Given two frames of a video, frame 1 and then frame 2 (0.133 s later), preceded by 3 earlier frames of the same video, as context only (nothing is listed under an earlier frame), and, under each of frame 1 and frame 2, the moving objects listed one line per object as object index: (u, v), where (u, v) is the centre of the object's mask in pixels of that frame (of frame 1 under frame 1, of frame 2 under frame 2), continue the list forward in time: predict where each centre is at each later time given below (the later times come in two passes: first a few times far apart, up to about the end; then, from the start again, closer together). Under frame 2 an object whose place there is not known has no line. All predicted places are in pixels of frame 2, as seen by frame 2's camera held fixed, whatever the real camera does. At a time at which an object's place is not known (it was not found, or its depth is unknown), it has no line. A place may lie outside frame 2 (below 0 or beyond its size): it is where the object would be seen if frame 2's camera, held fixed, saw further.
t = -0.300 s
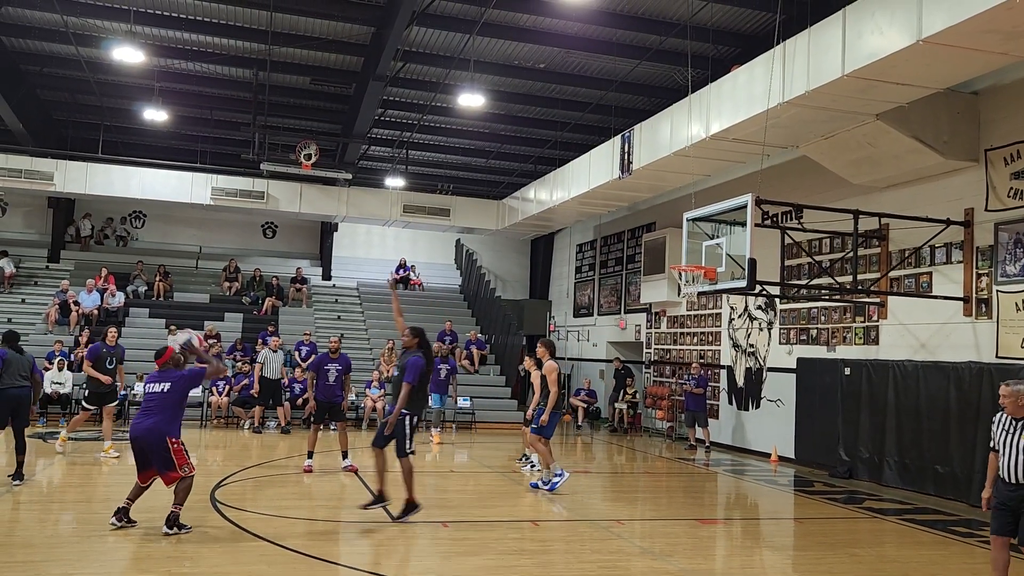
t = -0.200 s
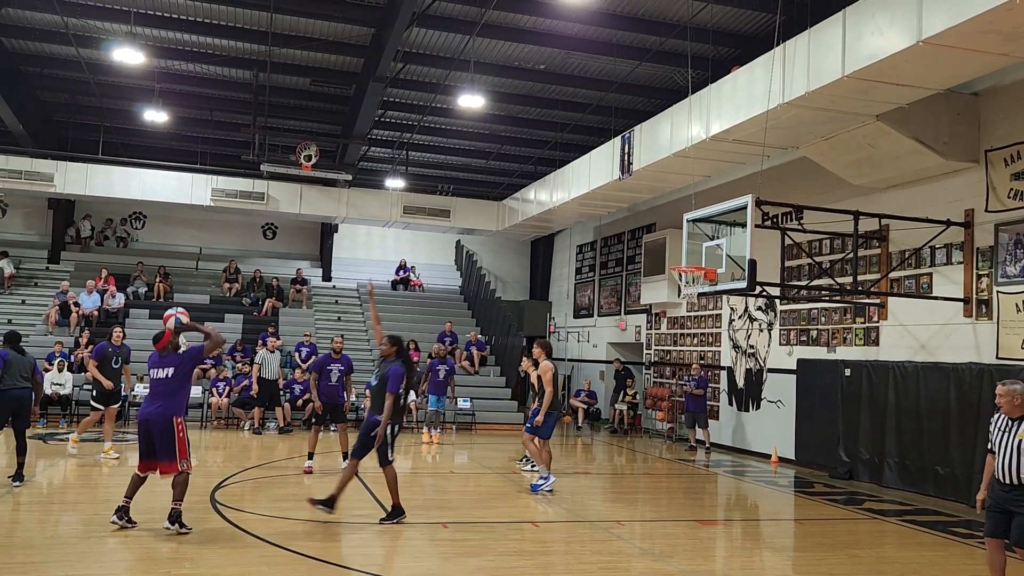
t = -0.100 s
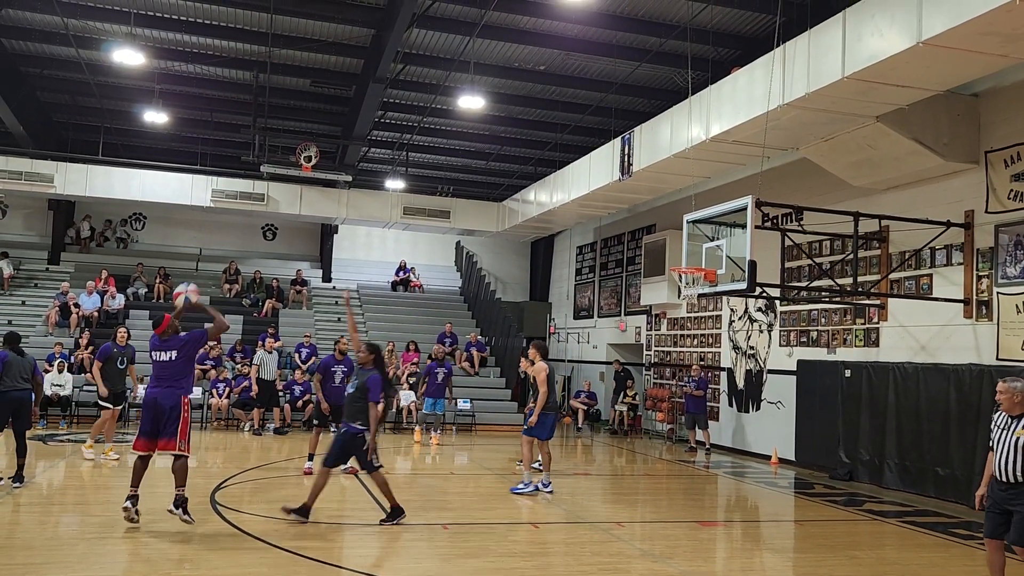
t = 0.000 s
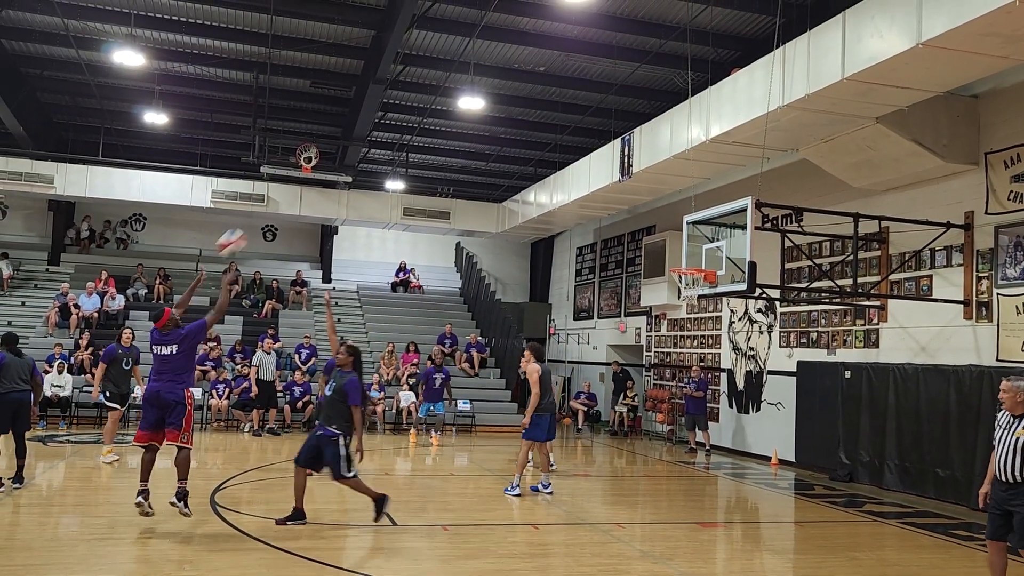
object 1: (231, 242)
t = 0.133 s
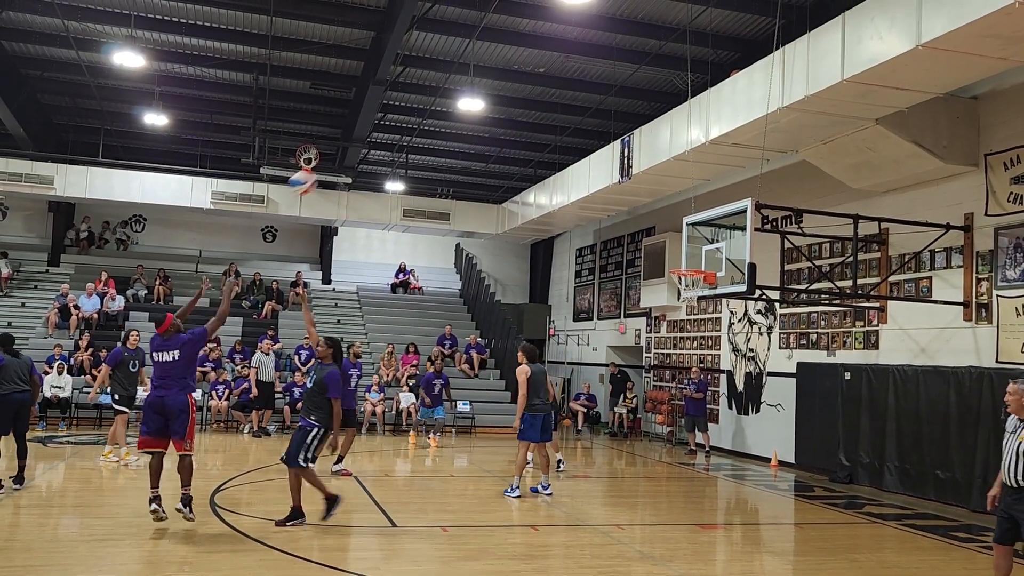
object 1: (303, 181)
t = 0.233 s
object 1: (351, 151)
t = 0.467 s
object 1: (448, 115)
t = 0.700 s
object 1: (533, 124)
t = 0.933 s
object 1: (604, 173)
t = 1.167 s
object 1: (666, 253)
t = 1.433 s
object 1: (675, 237)
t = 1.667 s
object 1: (677, 249)
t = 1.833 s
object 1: (678, 277)
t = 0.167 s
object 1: (319, 171)
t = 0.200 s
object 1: (335, 160)
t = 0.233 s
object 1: (351, 151)
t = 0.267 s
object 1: (365, 141)
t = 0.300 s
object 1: (380, 135)
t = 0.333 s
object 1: (395, 129)
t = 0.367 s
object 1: (409, 124)
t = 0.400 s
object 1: (423, 120)
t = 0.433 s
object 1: (436, 117)
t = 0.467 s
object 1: (448, 115)
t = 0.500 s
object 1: (461, 115)
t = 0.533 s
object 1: (474, 114)
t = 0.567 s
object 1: (488, 114)
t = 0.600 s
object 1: (499, 115)
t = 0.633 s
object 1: (510, 117)
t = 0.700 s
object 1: (533, 124)
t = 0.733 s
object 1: (544, 129)
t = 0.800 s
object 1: (565, 140)
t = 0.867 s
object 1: (584, 153)
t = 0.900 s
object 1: (594, 162)
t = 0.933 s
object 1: (604, 173)
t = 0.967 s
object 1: (614, 182)
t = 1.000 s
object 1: (623, 191)
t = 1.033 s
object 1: (632, 204)
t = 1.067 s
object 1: (641, 214)
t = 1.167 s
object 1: (666, 253)
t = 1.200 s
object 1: (673, 263)
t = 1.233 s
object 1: (673, 257)
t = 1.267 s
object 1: (673, 252)
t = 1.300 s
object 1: (674, 247)
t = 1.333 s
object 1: (674, 243)
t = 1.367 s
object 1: (674, 241)
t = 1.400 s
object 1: (675, 238)
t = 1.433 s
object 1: (675, 237)
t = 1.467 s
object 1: (676, 237)
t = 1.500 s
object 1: (676, 236)
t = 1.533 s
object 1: (676, 237)
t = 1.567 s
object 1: (676, 240)
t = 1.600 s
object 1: (677, 242)
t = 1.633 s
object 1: (677, 245)
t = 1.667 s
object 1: (677, 249)
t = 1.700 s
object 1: (677, 253)
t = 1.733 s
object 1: (677, 258)
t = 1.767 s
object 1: (677, 263)
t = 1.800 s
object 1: (677, 269)
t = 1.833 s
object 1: (678, 277)
